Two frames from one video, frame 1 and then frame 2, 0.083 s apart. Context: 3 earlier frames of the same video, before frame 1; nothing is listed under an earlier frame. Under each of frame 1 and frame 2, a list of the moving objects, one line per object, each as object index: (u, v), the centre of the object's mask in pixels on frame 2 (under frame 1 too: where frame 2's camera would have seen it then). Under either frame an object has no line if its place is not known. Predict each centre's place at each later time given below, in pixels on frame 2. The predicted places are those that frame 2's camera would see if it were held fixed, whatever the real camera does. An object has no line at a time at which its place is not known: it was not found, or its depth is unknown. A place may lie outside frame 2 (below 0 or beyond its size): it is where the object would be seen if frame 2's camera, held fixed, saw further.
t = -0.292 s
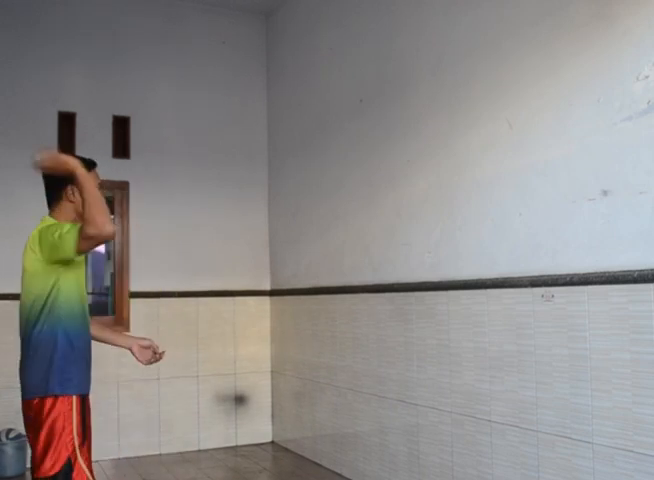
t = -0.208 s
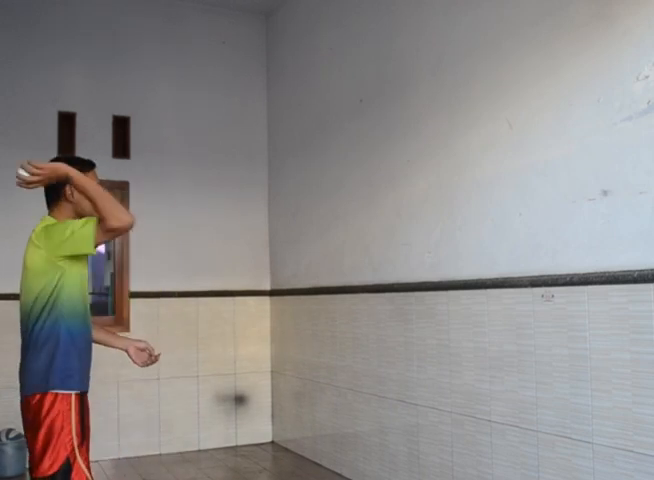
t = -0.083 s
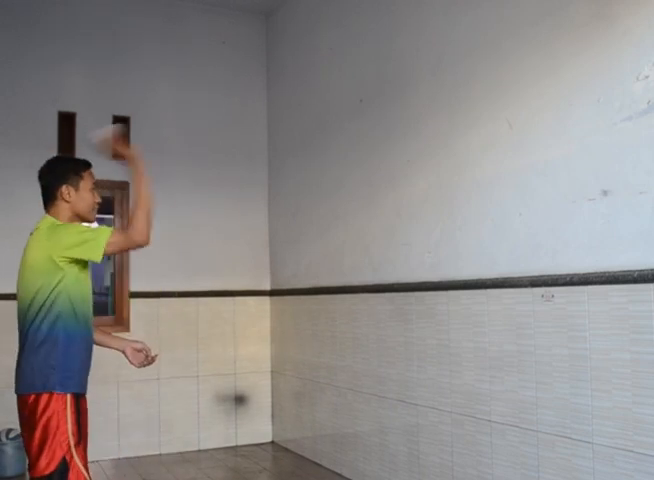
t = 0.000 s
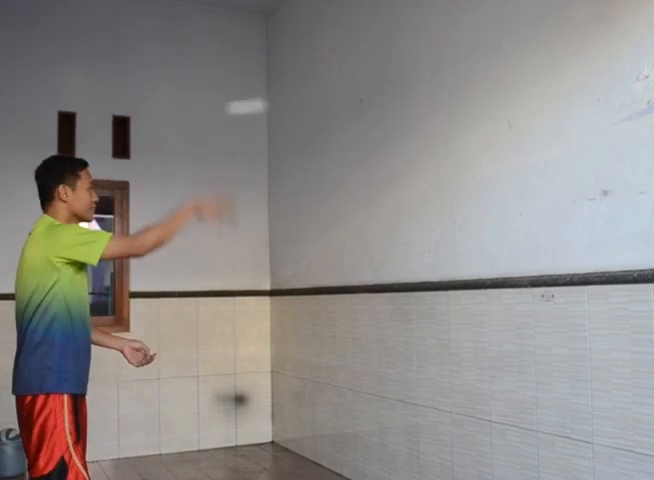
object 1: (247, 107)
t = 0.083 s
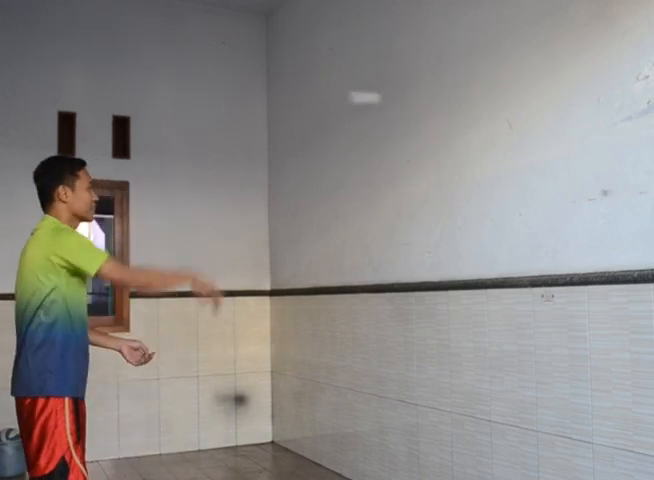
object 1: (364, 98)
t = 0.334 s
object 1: (413, 154)
